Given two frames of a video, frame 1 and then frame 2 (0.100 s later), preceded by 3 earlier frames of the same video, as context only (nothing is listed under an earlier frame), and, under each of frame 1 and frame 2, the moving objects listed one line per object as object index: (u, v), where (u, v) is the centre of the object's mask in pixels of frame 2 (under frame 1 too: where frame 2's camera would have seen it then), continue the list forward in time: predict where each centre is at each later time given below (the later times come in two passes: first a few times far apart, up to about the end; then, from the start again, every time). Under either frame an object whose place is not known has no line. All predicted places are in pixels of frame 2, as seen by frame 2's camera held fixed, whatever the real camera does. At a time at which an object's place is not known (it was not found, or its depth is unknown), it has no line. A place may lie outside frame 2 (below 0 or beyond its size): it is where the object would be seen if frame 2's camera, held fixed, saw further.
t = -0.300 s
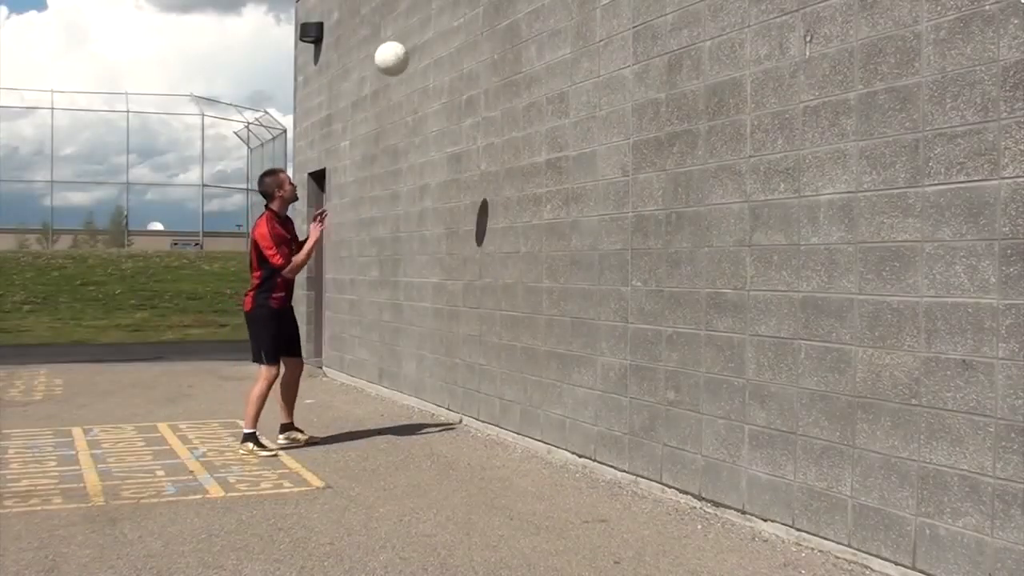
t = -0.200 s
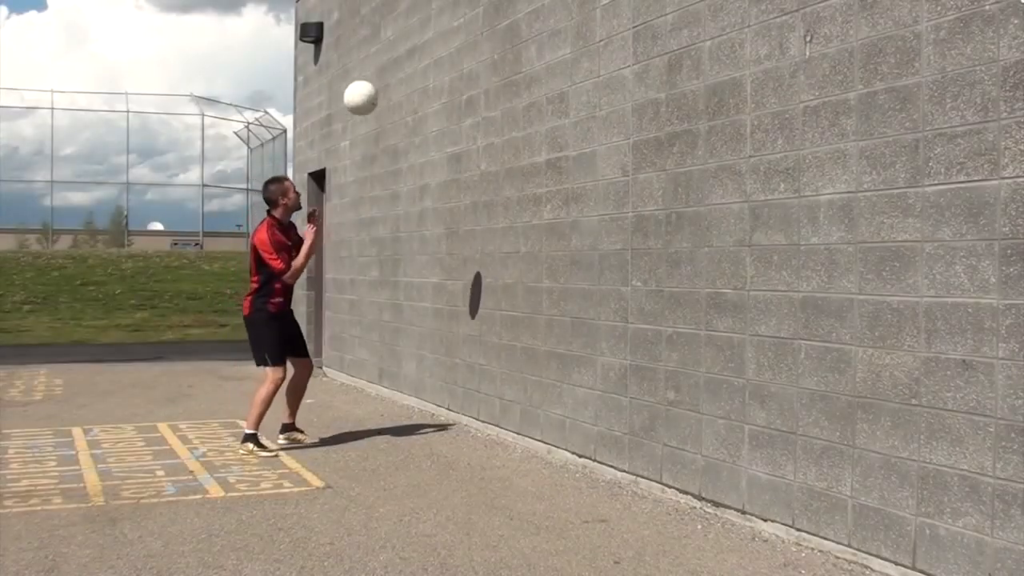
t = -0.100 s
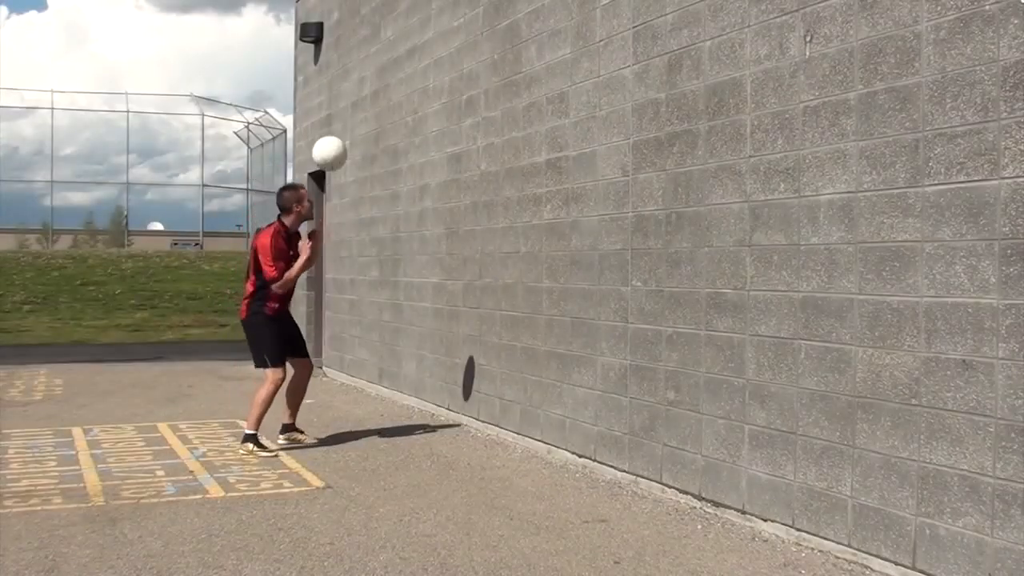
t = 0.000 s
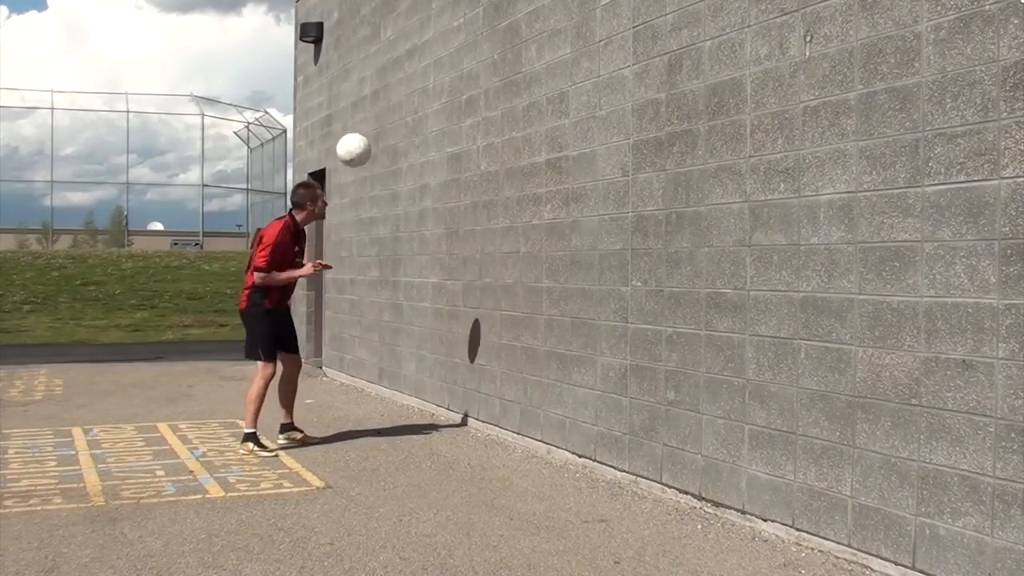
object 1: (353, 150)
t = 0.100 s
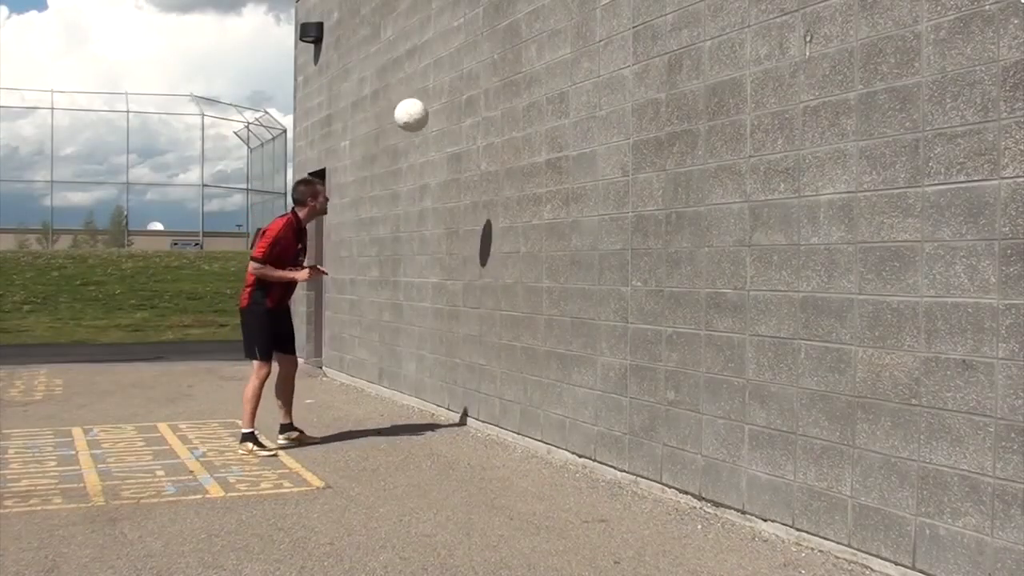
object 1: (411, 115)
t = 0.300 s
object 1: (475, 87)
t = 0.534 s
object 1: (369, 116)
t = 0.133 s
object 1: (430, 107)
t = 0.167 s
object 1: (448, 100)
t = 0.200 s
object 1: (465, 95)
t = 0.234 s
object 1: (483, 92)
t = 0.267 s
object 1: (490, 90)
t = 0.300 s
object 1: (475, 87)
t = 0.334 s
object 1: (461, 86)
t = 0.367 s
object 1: (445, 87)
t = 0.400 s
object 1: (430, 89)
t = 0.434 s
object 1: (415, 93)
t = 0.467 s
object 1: (400, 99)
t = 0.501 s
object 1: (385, 107)
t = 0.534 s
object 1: (369, 116)
